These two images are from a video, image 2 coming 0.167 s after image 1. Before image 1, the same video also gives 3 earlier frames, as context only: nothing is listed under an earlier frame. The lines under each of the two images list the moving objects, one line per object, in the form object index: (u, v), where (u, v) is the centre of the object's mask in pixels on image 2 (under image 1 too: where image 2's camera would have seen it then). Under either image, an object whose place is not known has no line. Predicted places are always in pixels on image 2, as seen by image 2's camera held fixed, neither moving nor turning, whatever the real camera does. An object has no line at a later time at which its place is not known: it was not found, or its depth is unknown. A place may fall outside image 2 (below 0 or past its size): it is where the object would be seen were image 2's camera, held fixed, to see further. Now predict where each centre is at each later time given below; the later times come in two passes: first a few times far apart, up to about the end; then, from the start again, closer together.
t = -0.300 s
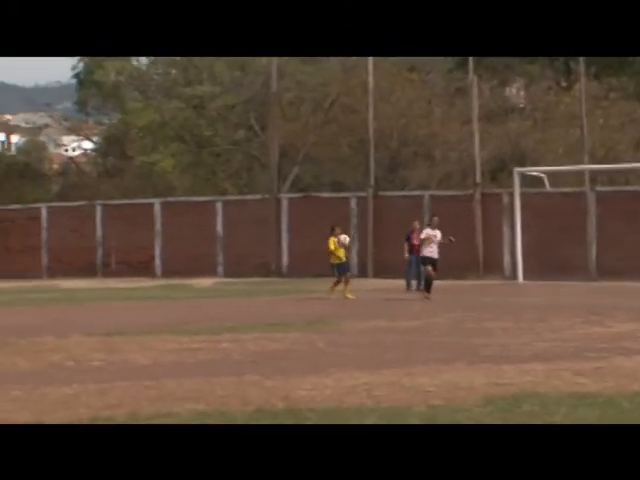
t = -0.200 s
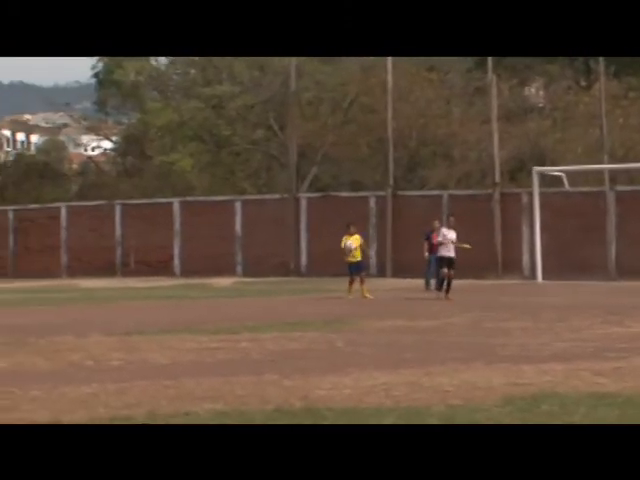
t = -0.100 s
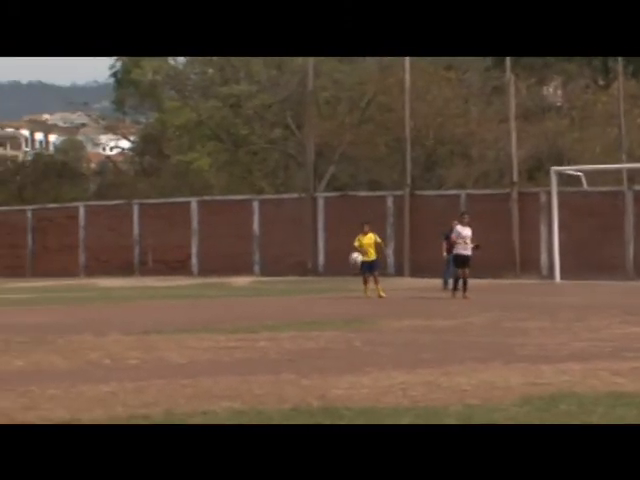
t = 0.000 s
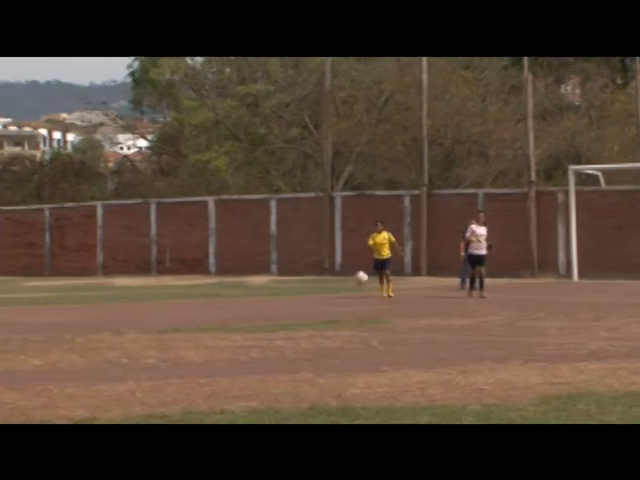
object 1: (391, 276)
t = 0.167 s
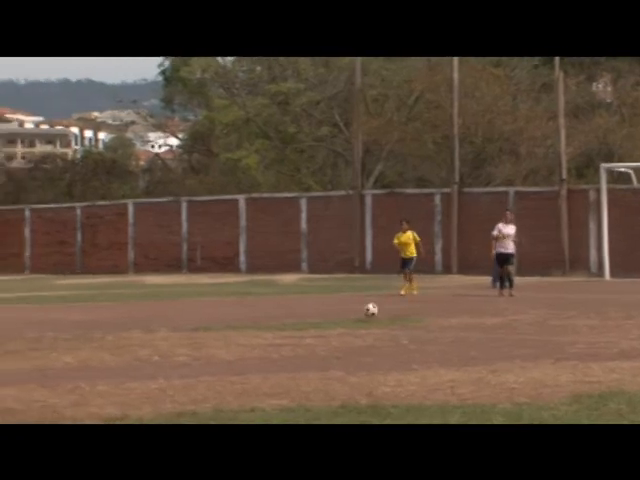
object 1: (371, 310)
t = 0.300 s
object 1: (351, 293)
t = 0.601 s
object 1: (306, 295)
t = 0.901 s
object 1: (259, 301)
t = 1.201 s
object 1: (213, 285)
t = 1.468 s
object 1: (170, 330)
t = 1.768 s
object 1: (116, 319)
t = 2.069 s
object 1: (57, 344)
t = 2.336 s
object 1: (2, 353)
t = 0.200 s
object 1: (365, 304)
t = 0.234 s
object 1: (361, 300)
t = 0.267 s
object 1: (357, 296)
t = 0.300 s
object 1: (351, 293)
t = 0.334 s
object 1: (346, 289)
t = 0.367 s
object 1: (341, 288)
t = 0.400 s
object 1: (337, 287)
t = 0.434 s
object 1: (331, 286)
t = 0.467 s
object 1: (326, 286)
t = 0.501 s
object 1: (321, 288)
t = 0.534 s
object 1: (315, 289)
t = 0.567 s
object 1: (311, 291)
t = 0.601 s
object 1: (306, 295)
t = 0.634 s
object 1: (300, 299)
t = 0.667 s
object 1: (296, 305)
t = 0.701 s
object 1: (290, 311)
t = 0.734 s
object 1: (284, 316)
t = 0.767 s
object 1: (279, 325)
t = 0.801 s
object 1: (275, 320)
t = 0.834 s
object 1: (269, 313)
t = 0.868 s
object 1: (264, 306)
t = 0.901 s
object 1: (259, 301)
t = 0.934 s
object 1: (254, 296)
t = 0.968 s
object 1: (250, 292)
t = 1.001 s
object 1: (244, 288)
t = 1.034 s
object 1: (239, 286)
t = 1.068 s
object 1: (235, 284)
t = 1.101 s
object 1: (228, 284)
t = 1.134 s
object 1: (224, 284)
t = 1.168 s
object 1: (218, 284)
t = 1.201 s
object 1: (213, 285)
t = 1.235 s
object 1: (208, 288)
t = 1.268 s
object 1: (202, 291)
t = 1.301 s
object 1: (197, 296)
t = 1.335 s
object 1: (192, 300)
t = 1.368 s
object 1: (186, 306)
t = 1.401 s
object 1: (181, 312)
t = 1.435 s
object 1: (175, 322)
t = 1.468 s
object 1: (170, 330)
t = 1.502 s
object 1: (164, 338)
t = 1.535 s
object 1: (158, 332)
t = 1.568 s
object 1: (152, 329)
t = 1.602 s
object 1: (146, 325)
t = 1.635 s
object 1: (141, 322)
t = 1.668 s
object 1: (134, 319)
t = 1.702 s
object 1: (128, 318)
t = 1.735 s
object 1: (122, 318)
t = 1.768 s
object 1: (116, 319)
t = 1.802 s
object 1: (110, 320)
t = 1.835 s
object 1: (103, 322)
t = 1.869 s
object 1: (97, 325)
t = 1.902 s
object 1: (90, 330)
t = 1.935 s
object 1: (84, 335)
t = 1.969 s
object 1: (78, 341)
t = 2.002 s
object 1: (72, 348)
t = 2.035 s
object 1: (64, 347)
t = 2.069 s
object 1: (57, 344)
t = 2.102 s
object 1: (51, 342)
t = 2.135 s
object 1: (45, 340)
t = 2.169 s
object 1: (38, 339)
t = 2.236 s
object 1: (23, 342)
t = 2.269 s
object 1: (17, 345)
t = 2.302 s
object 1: (10, 348)
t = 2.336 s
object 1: (2, 353)
